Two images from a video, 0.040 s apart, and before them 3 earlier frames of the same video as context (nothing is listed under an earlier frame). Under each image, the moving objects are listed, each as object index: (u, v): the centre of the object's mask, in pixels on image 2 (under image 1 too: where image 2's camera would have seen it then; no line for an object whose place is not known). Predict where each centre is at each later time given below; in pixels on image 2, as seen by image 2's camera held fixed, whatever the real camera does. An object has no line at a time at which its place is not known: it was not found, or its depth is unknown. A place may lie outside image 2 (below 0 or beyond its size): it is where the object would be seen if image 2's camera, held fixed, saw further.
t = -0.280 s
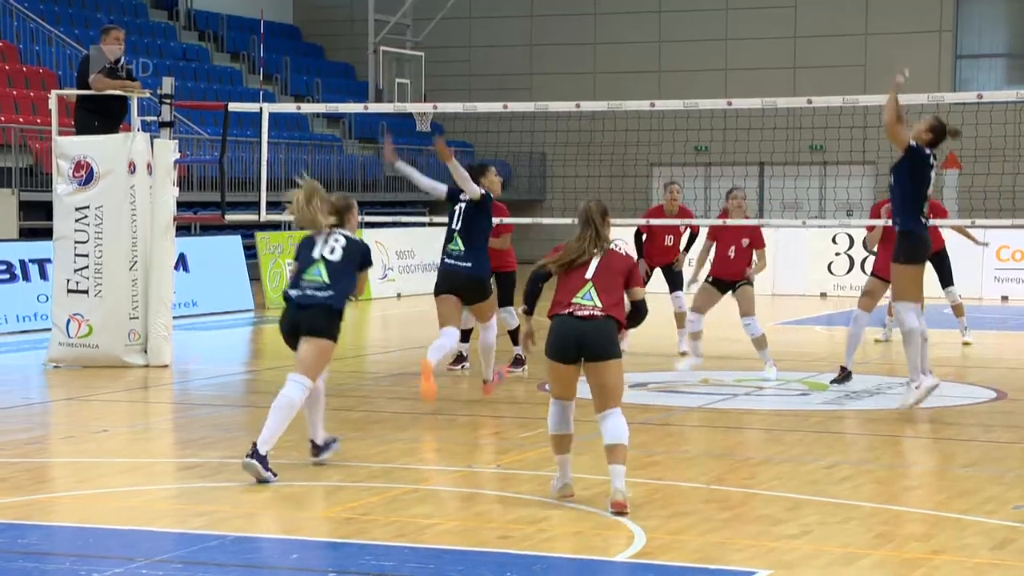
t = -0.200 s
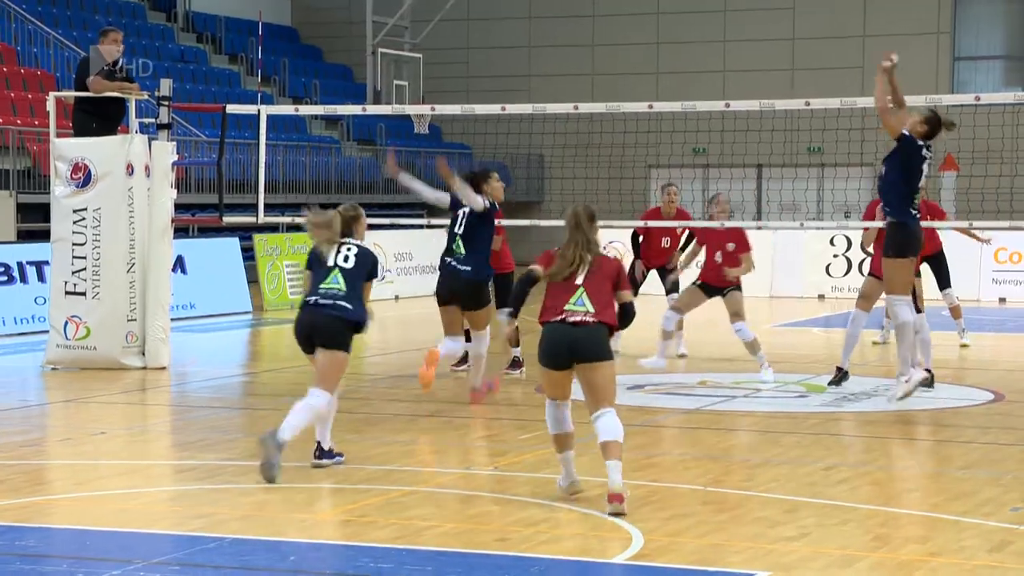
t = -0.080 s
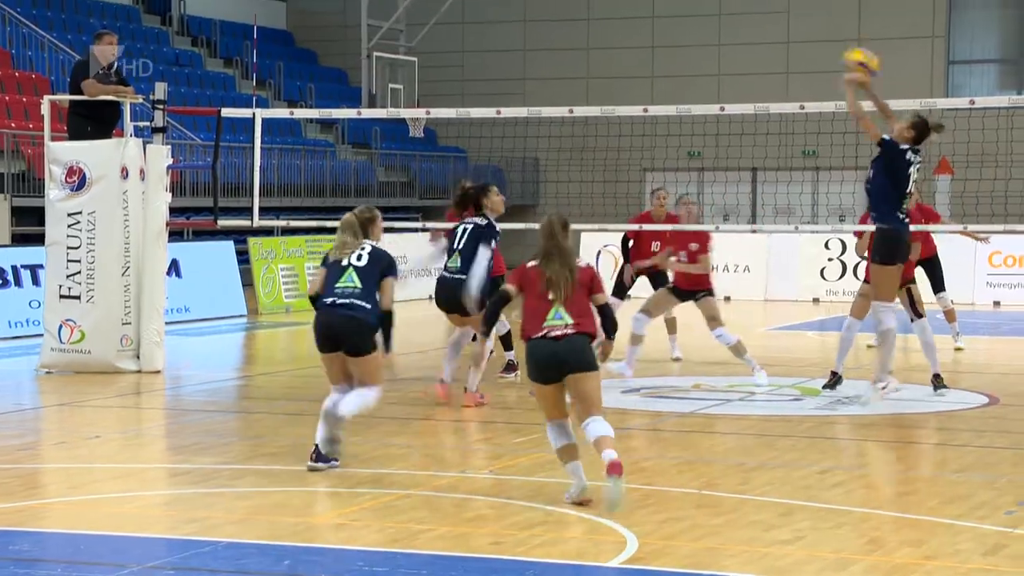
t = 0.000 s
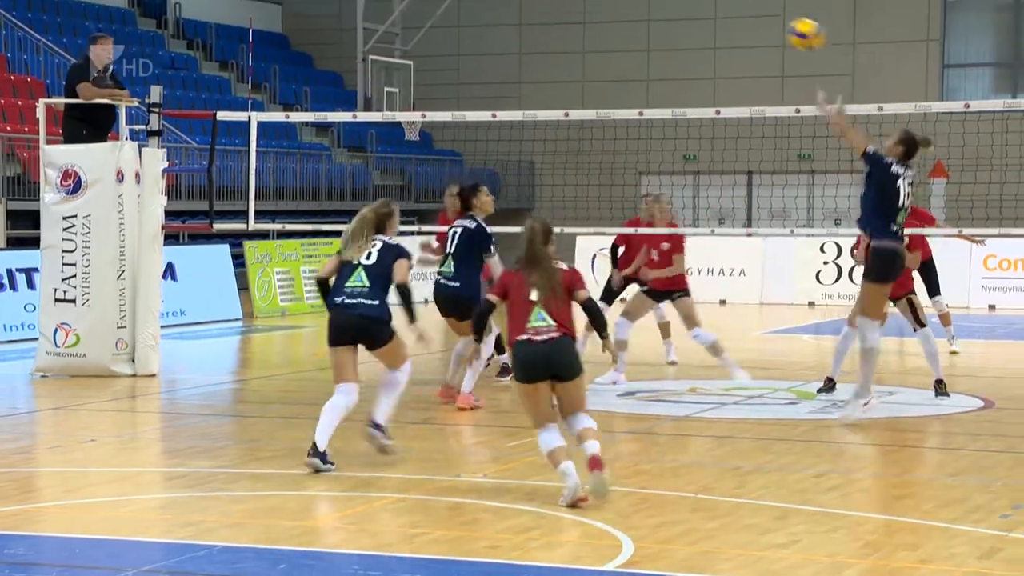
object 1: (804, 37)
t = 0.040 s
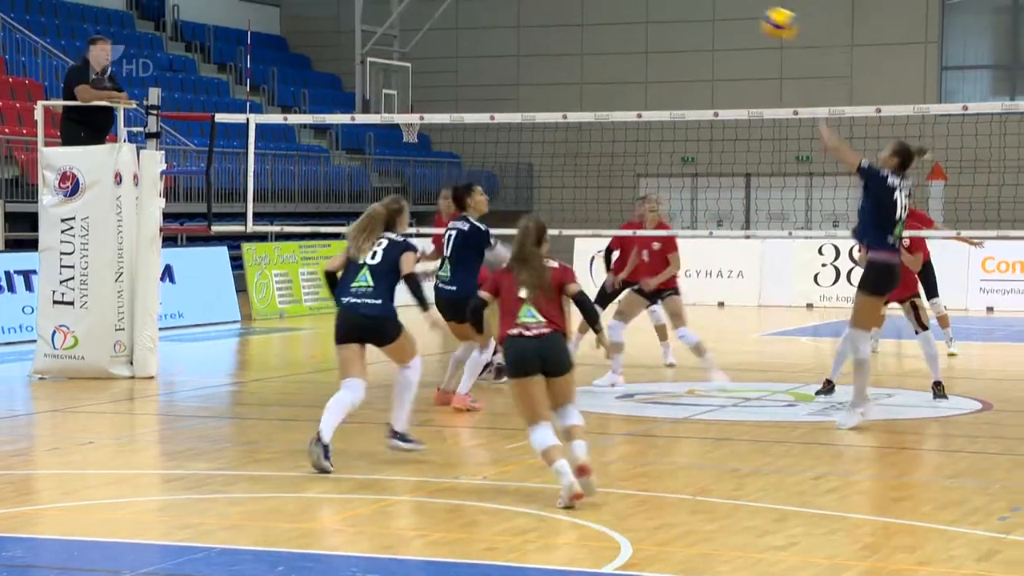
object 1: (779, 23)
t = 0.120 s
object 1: (731, 6)
